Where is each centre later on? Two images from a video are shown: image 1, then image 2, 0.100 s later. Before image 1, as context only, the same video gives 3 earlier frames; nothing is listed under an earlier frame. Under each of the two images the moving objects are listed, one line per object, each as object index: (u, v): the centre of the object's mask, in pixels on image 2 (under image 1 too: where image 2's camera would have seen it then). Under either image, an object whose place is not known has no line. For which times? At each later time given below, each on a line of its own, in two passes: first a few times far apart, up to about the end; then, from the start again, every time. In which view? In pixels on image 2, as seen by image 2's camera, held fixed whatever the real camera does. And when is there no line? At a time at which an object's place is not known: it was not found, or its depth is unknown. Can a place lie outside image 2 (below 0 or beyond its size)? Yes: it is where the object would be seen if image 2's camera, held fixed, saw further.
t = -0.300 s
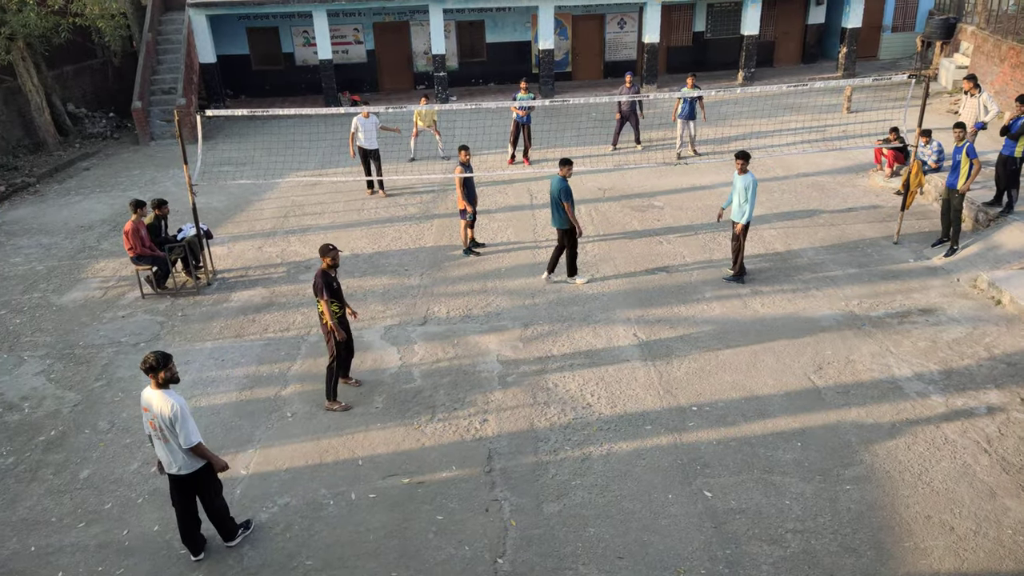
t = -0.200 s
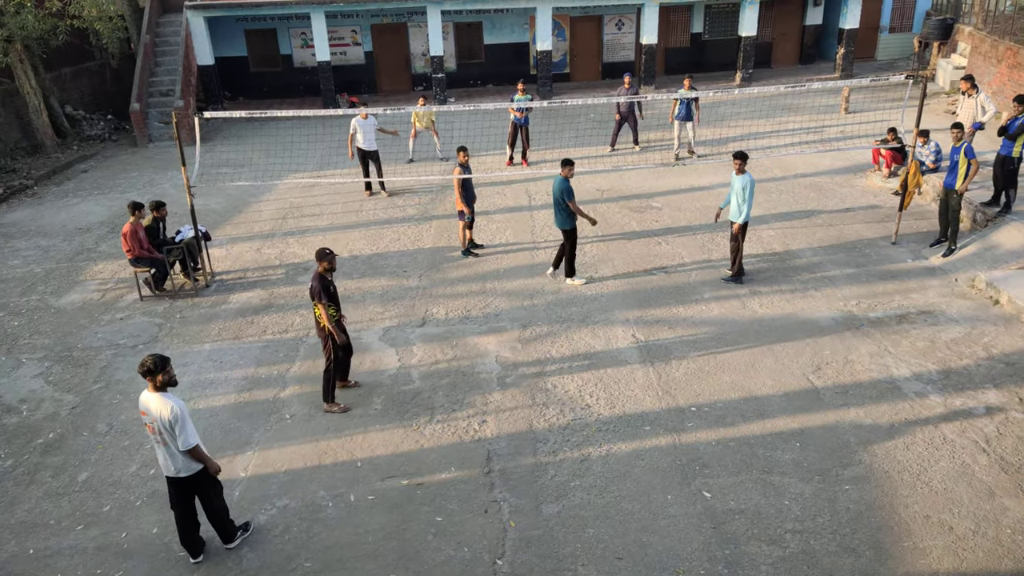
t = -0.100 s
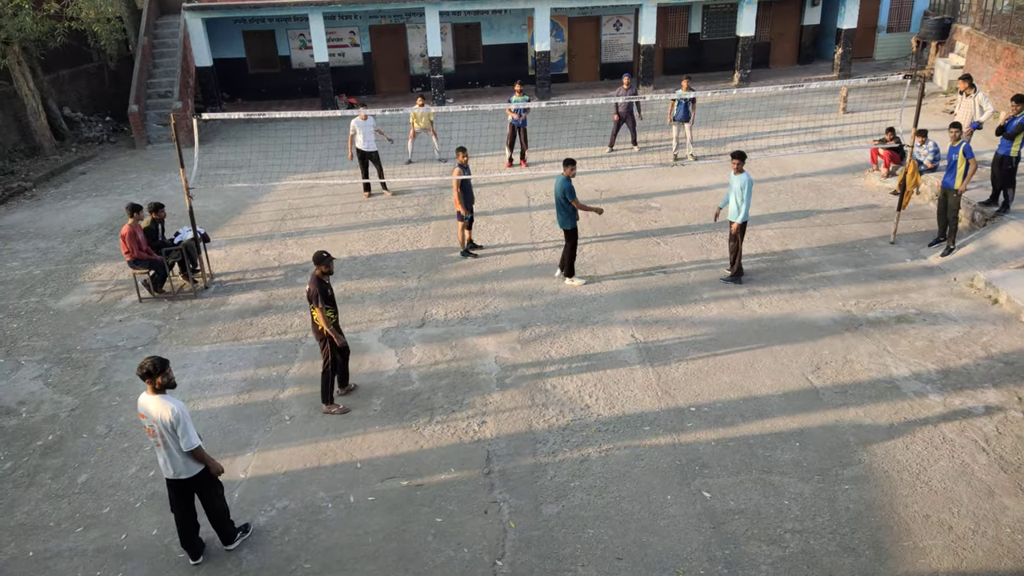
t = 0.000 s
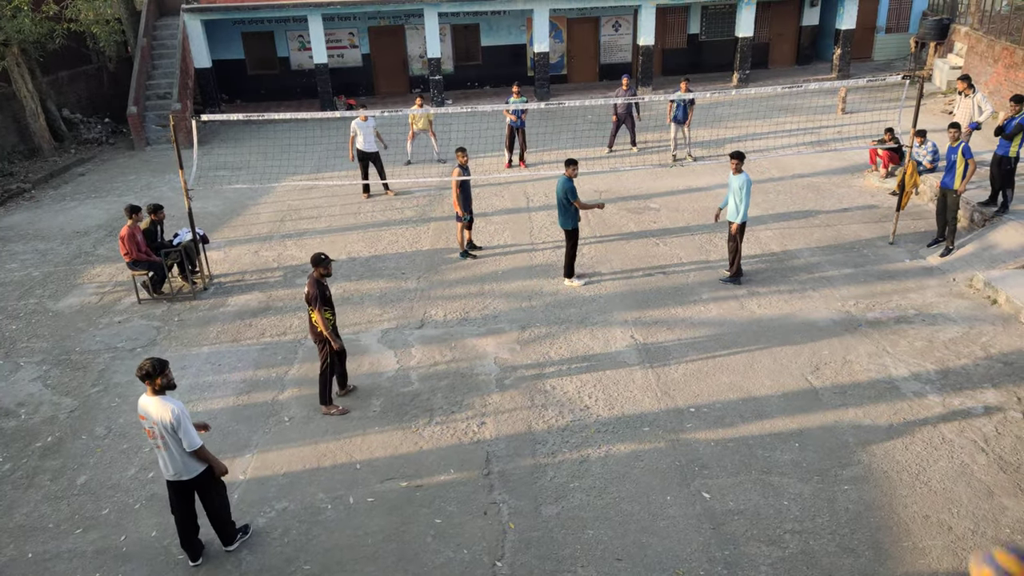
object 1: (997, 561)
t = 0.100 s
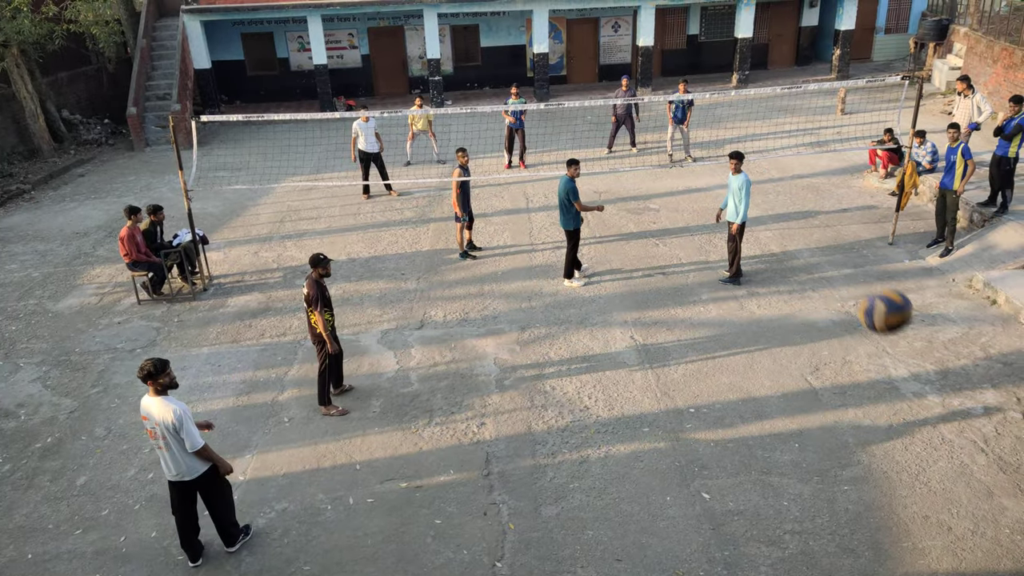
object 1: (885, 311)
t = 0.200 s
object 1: (813, 166)
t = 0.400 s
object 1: (739, 44)
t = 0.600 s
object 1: (704, 24)
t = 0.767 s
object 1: (686, 42)
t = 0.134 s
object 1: (857, 254)
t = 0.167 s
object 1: (833, 205)
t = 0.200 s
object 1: (813, 166)
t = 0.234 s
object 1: (796, 133)
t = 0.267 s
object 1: (781, 107)
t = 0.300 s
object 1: (768, 86)
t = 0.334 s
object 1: (757, 68)
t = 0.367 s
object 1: (748, 55)
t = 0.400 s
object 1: (739, 44)
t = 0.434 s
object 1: (732, 36)
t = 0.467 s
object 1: (725, 31)
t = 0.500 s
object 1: (720, 27)
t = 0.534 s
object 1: (714, 25)
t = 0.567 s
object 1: (709, 24)
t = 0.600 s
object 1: (704, 24)
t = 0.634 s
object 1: (700, 27)
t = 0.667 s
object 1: (696, 29)
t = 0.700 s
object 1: (692, 33)
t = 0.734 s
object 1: (689, 37)
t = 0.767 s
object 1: (686, 42)
